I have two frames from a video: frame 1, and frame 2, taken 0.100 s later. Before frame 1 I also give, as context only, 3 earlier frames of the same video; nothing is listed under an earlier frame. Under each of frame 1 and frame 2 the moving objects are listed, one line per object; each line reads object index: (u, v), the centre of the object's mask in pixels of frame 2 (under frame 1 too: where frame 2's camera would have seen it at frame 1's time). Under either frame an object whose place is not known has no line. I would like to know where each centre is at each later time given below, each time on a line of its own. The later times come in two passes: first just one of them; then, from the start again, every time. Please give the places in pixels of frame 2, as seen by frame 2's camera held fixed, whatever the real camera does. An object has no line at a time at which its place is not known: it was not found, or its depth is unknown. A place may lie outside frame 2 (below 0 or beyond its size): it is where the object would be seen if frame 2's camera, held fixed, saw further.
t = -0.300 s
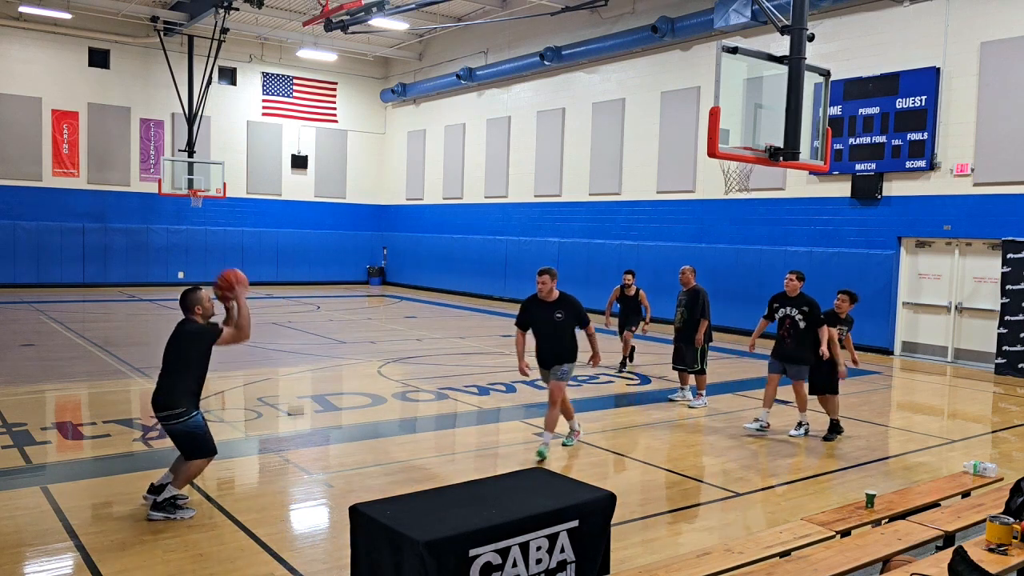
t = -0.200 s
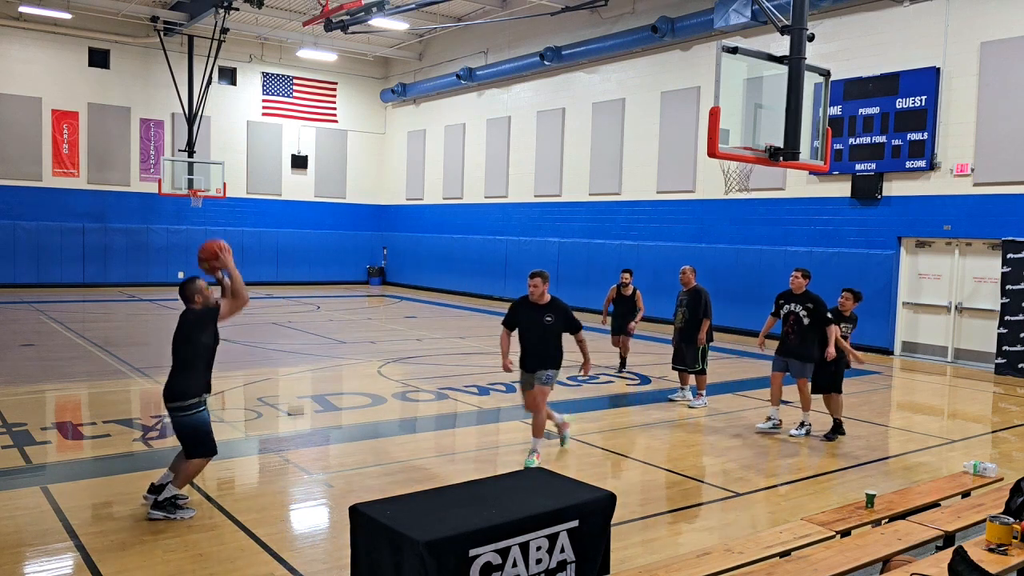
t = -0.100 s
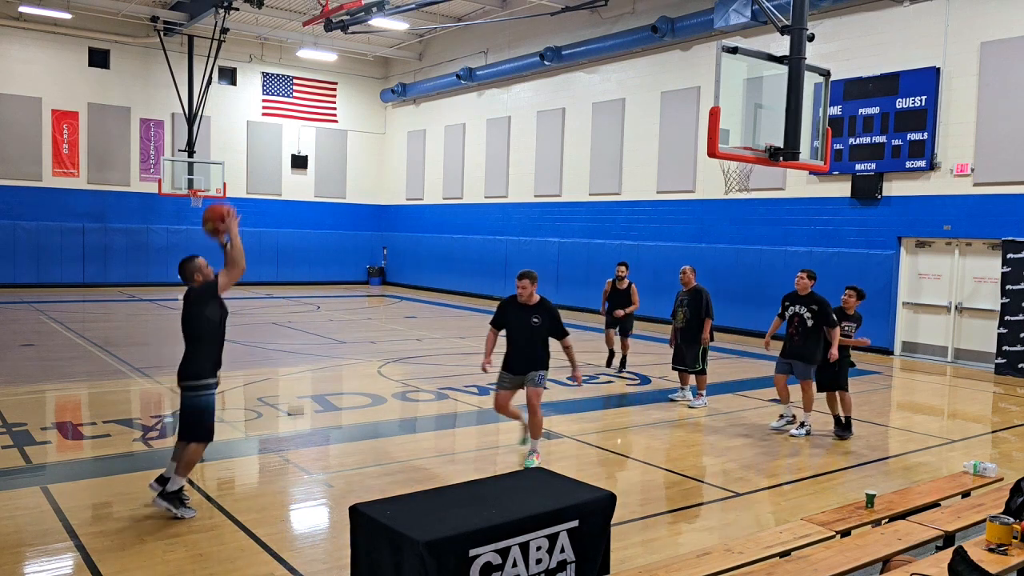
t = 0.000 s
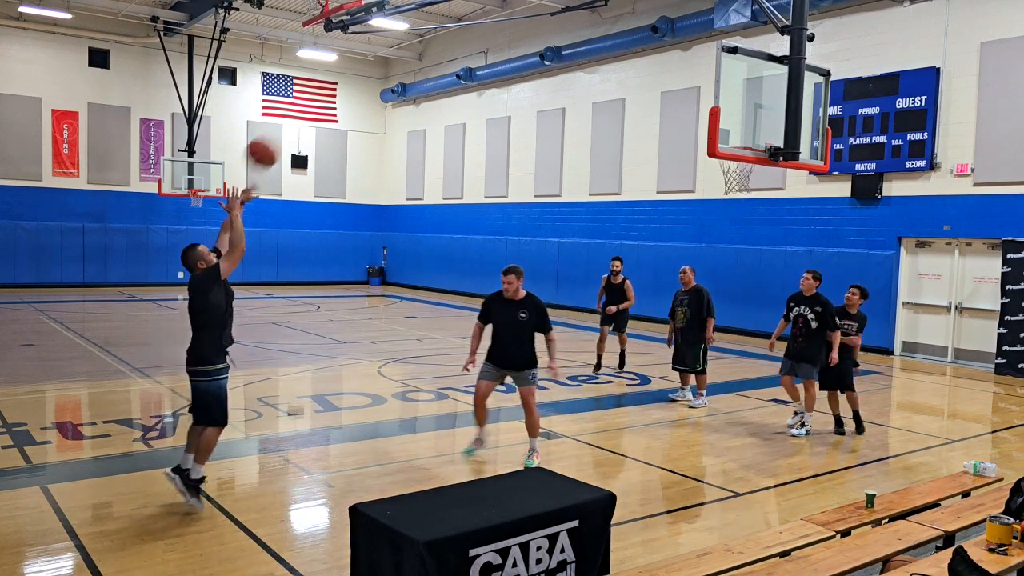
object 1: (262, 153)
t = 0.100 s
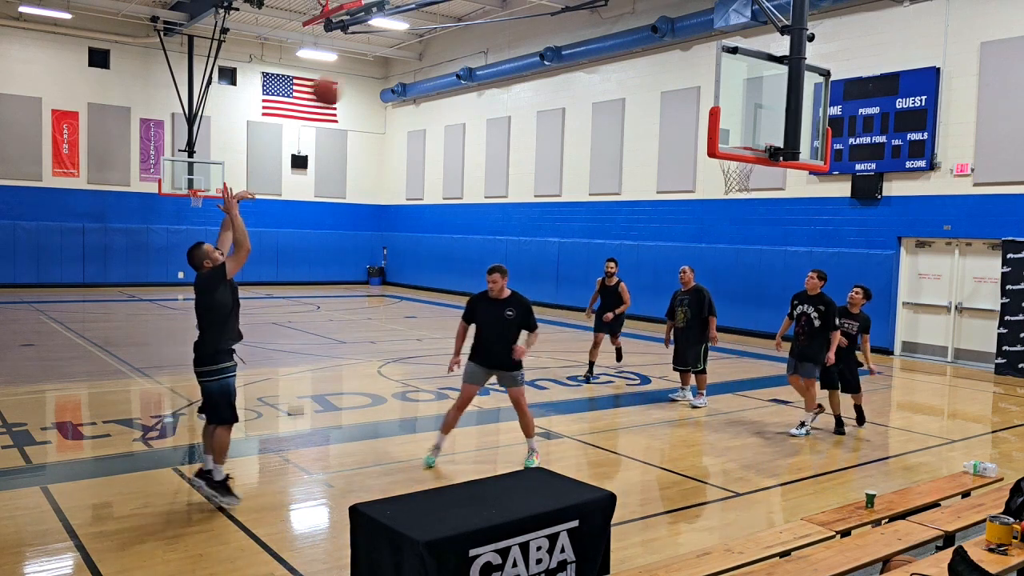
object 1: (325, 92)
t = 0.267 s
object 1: (421, 26)
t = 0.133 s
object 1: (346, 75)
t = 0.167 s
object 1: (365, 60)
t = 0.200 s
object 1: (383, 48)
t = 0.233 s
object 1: (402, 38)
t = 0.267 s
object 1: (421, 26)
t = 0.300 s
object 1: (437, 17)
